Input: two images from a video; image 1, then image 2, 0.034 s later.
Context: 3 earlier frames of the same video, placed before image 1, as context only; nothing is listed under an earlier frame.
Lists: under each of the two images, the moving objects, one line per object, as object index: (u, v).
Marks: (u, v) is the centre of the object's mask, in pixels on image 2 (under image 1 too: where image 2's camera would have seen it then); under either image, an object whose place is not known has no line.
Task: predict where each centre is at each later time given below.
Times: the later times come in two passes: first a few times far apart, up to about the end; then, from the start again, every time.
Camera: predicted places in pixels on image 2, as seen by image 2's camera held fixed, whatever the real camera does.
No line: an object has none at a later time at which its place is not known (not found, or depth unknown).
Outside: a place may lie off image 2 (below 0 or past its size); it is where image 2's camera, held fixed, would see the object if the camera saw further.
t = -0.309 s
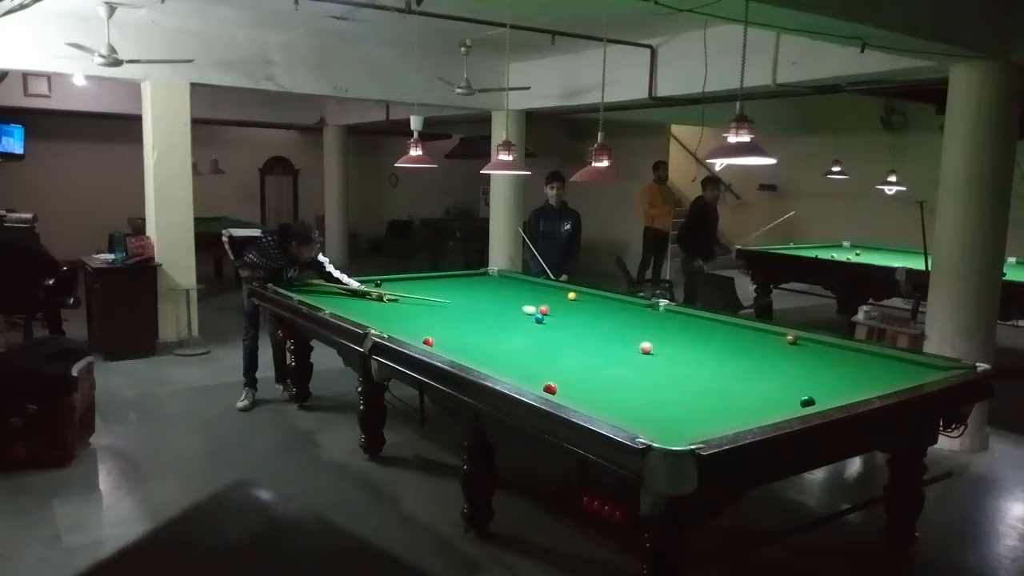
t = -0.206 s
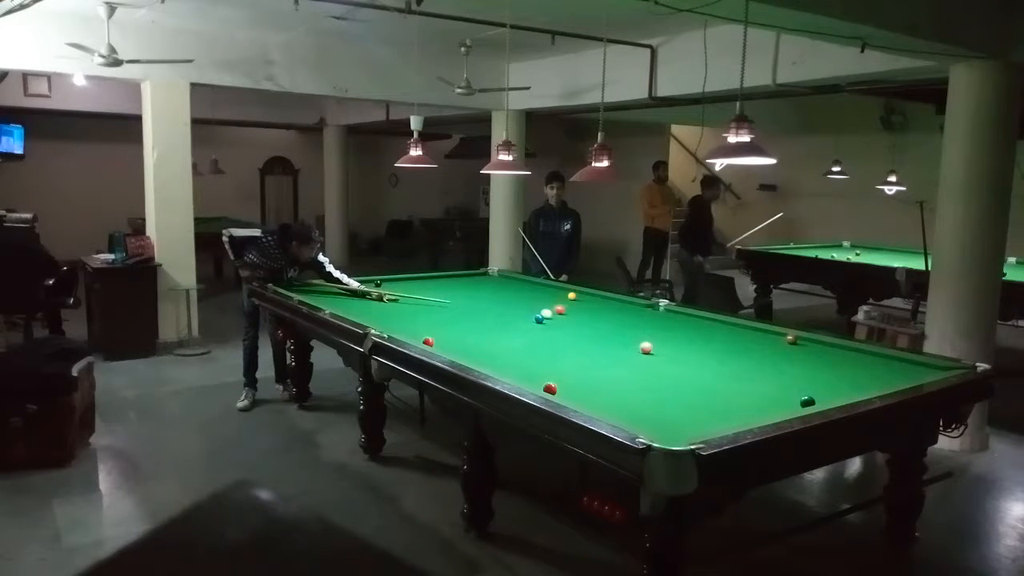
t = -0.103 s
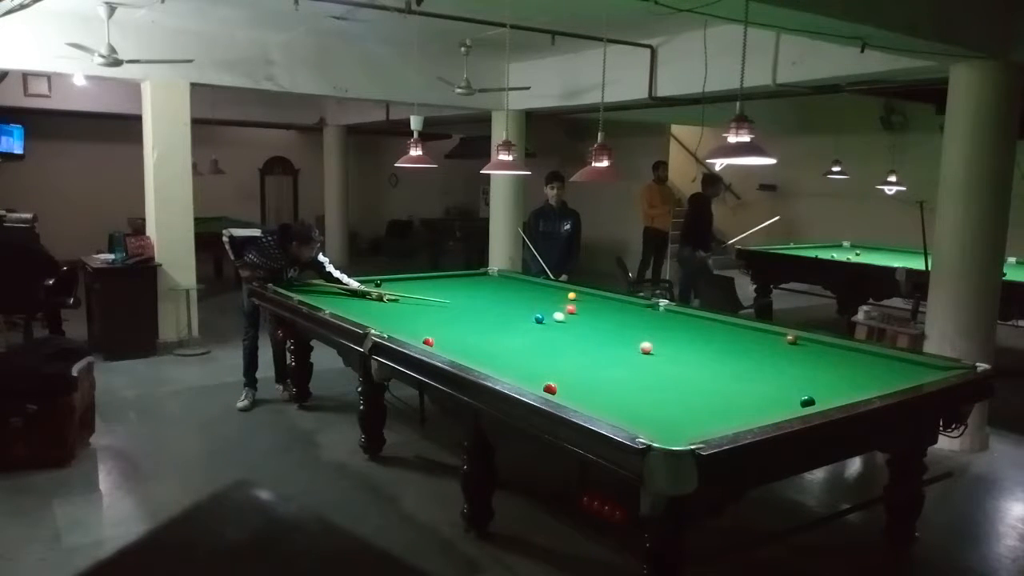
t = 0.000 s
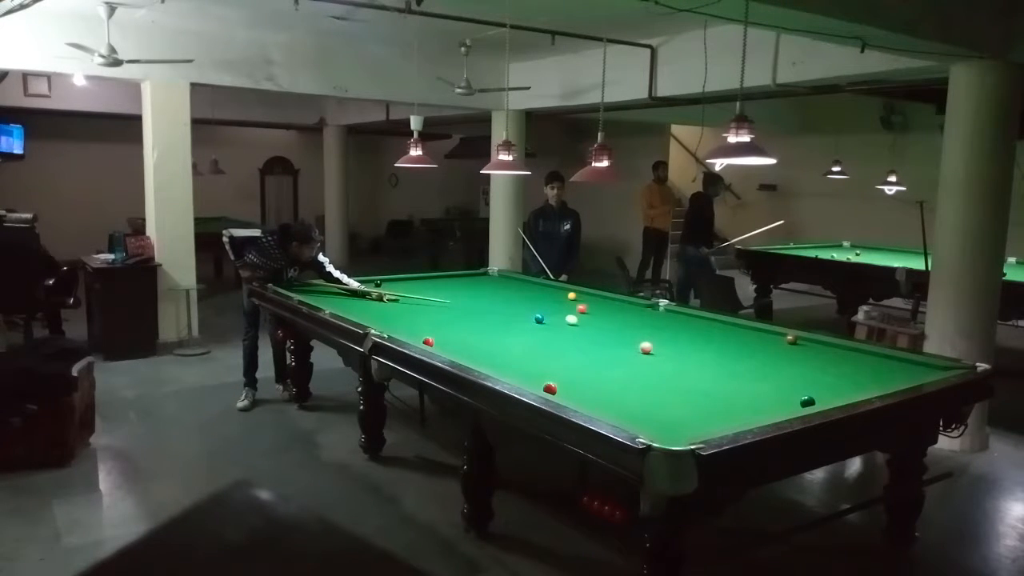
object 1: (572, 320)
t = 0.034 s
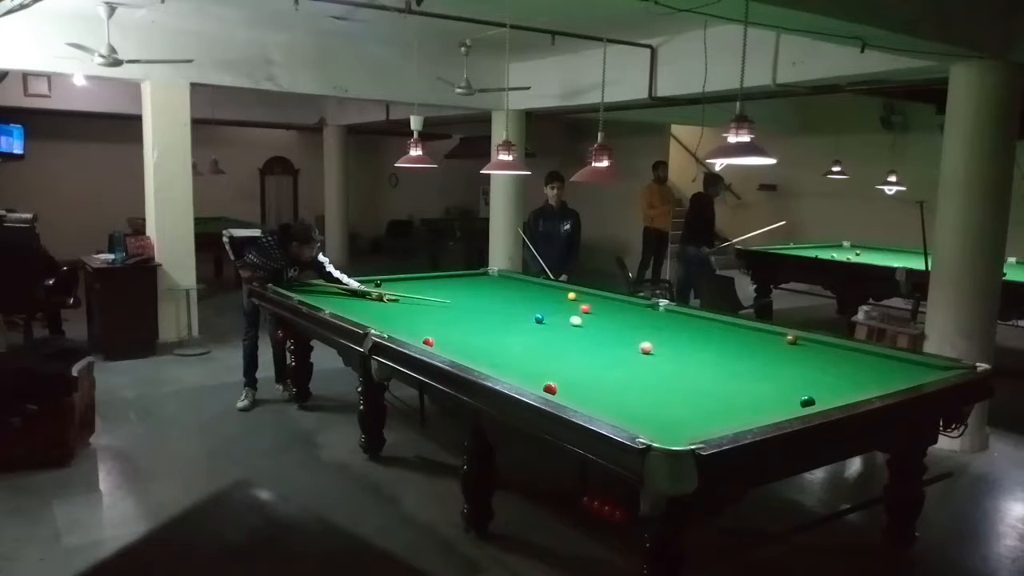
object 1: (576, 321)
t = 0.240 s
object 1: (603, 328)
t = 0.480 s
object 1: (636, 336)
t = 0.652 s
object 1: (662, 342)
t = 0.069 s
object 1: (580, 322)
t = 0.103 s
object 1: (585, 323)
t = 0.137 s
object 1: (589, 325)
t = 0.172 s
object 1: (593, 326)
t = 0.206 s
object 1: (598, 327)
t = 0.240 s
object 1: (603, 328)
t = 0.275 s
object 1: (607, 329)
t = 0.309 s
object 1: (612, 330)
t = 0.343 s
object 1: (616, 331)
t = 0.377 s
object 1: (621, 332)
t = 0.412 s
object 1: (626, 334)
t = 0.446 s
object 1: (631, 335)
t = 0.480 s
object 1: (636, 336)
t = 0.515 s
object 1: (640, 337)
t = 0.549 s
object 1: (646, 338)
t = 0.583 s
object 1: (652, 339)
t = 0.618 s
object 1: (657, 341)
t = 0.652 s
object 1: (662, 342)
